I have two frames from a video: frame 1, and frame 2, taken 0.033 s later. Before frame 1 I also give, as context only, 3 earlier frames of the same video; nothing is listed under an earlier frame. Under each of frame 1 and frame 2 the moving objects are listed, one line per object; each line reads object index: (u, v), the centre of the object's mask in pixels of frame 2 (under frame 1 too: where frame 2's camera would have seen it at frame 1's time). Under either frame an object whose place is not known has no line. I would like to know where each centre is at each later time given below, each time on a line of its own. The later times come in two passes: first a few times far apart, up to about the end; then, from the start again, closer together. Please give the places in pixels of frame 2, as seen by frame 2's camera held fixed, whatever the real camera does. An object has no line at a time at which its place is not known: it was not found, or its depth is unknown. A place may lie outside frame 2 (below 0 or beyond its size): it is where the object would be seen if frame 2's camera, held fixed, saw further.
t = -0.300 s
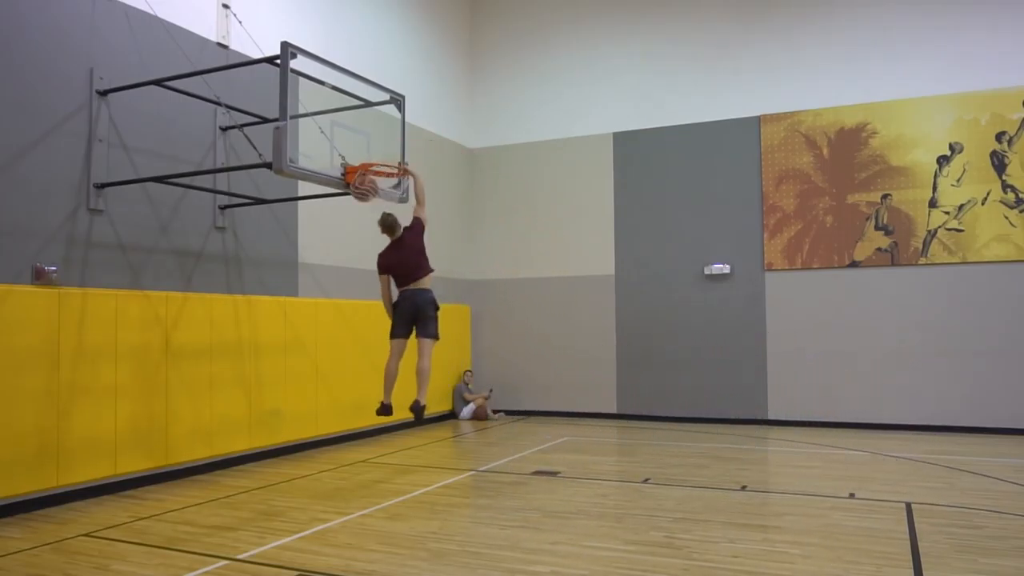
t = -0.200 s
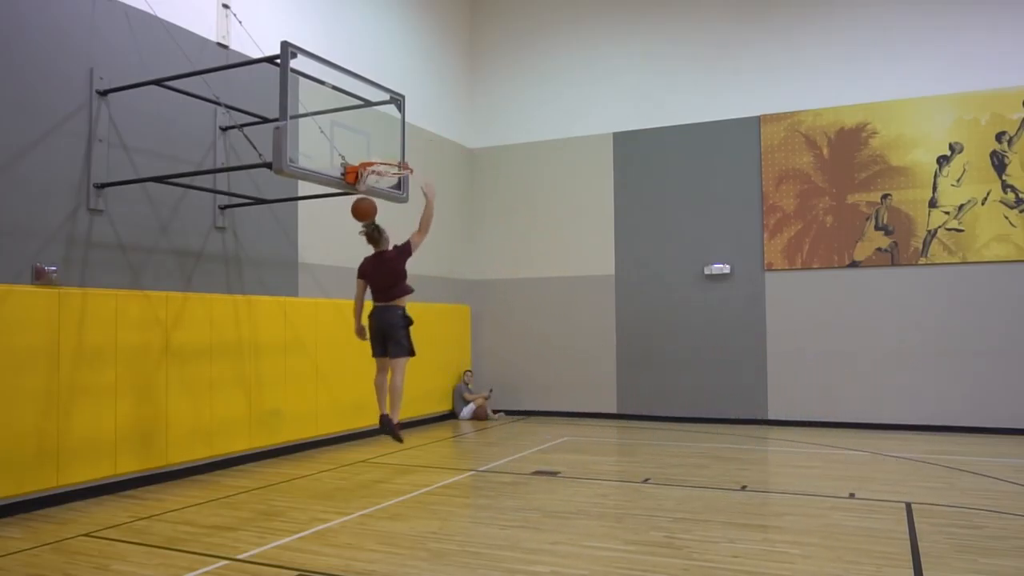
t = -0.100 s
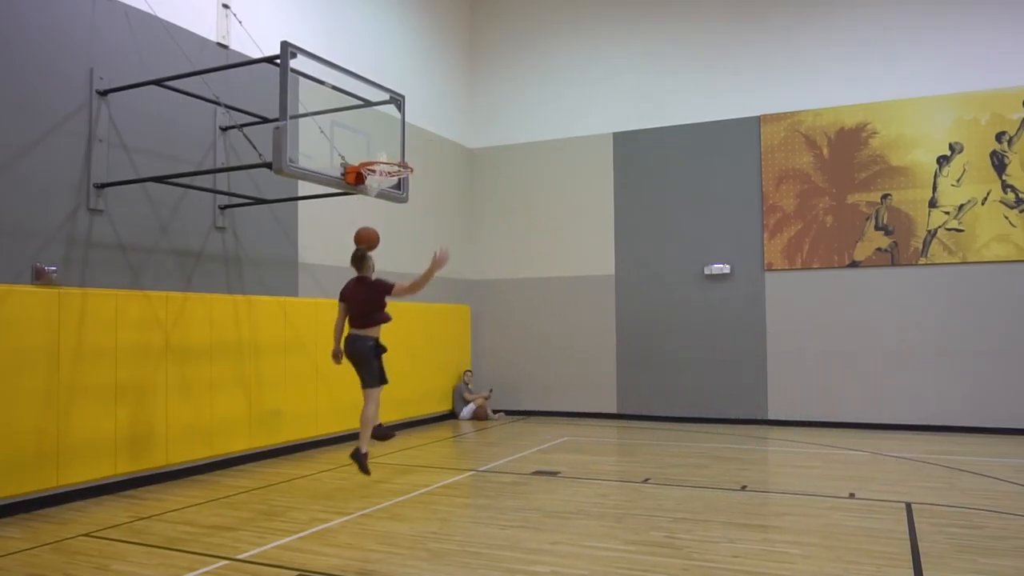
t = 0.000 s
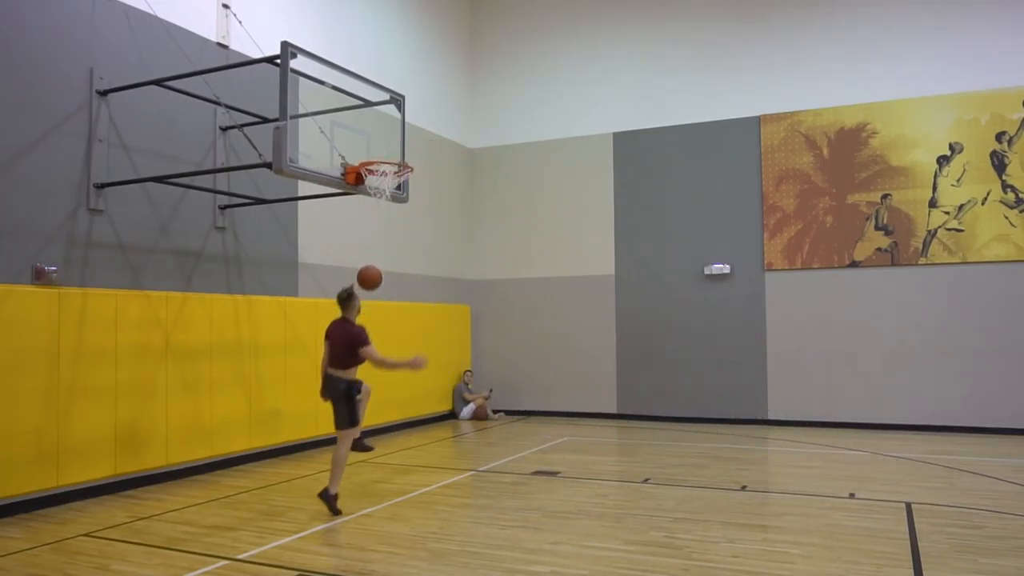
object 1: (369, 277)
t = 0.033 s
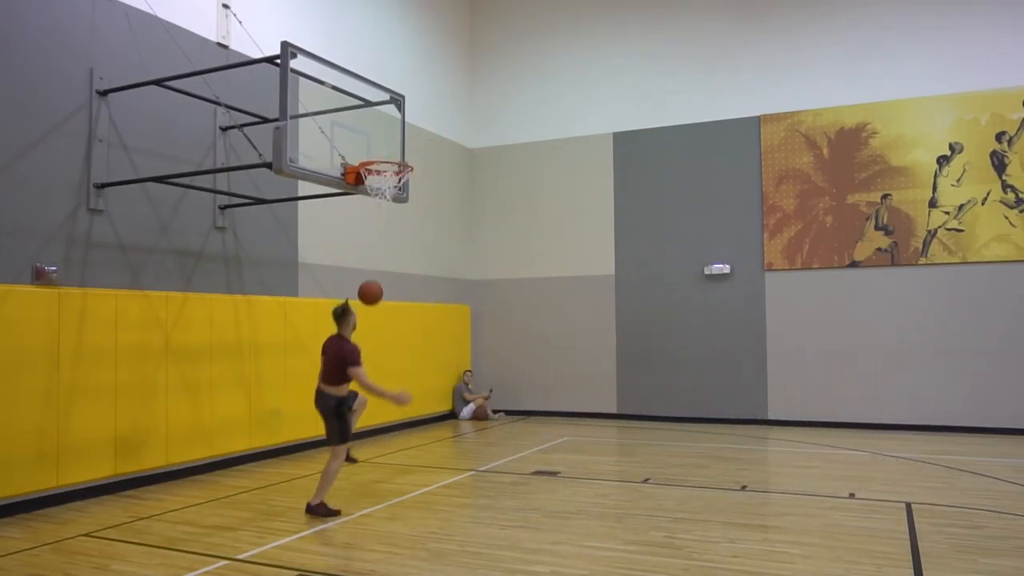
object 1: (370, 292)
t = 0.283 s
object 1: (376, 435)
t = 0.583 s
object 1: (405, 371)
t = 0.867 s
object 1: (439, 317)
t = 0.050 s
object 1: (371, 300)
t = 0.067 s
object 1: (371, 309)
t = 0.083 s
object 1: (371, 317)
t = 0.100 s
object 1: (372, 326)
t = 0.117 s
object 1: (372, 334)
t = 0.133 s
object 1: (372, 343)
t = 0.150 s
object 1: (373, 353)
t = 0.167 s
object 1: (373, 362)
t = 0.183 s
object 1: (373, 372)
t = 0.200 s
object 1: (374, 382)
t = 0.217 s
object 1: (374, 392)
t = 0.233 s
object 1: (375, 402)
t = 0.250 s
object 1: (375, 413)
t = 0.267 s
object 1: (375, 424)
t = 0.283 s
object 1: (376, 435)
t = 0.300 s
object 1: (376, 446)
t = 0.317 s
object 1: (376, 458)
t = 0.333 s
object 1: (376, 470)
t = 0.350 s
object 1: (377, 476)
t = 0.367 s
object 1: (379, 467)
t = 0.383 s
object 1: (381, 457)
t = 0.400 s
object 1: (383, 448)
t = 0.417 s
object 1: (385, 440)
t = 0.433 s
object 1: (387, 433)
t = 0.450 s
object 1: (388, 425)
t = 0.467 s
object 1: (391, 418)
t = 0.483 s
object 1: (393, 410)
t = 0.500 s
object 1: (395, 403)
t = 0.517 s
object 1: (397, 396)
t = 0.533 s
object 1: (399, 389)
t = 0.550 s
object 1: (401, 383)
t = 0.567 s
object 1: (403, 377)
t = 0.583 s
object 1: (405, 371)
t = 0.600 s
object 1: (407, 366)
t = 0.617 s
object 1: (409, 361)
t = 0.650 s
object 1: (413, 351)
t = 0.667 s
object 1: (415, 347)
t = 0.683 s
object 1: (417, 343)
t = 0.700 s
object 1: (419, 339)
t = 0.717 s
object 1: (421, 336)
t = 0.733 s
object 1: (423, 333)
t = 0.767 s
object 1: (427, 327)
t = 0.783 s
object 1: (429, 325)
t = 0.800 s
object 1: (431, 323)
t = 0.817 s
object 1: (433, 321)
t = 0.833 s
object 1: (435, 319)
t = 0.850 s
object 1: (437, 318)
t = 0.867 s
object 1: (439, 317)
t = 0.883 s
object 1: (441, 316)
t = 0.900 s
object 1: (443, 316)
